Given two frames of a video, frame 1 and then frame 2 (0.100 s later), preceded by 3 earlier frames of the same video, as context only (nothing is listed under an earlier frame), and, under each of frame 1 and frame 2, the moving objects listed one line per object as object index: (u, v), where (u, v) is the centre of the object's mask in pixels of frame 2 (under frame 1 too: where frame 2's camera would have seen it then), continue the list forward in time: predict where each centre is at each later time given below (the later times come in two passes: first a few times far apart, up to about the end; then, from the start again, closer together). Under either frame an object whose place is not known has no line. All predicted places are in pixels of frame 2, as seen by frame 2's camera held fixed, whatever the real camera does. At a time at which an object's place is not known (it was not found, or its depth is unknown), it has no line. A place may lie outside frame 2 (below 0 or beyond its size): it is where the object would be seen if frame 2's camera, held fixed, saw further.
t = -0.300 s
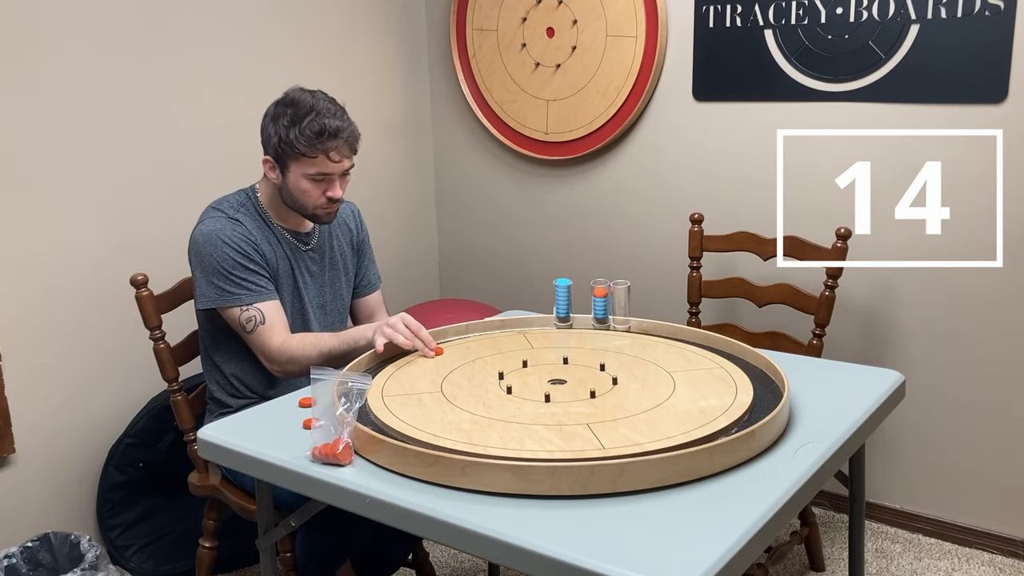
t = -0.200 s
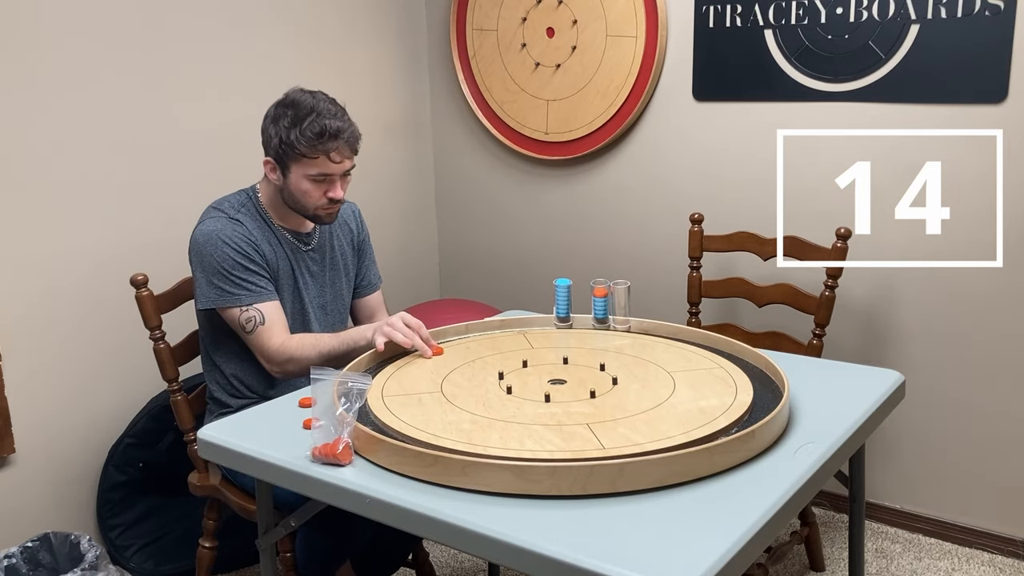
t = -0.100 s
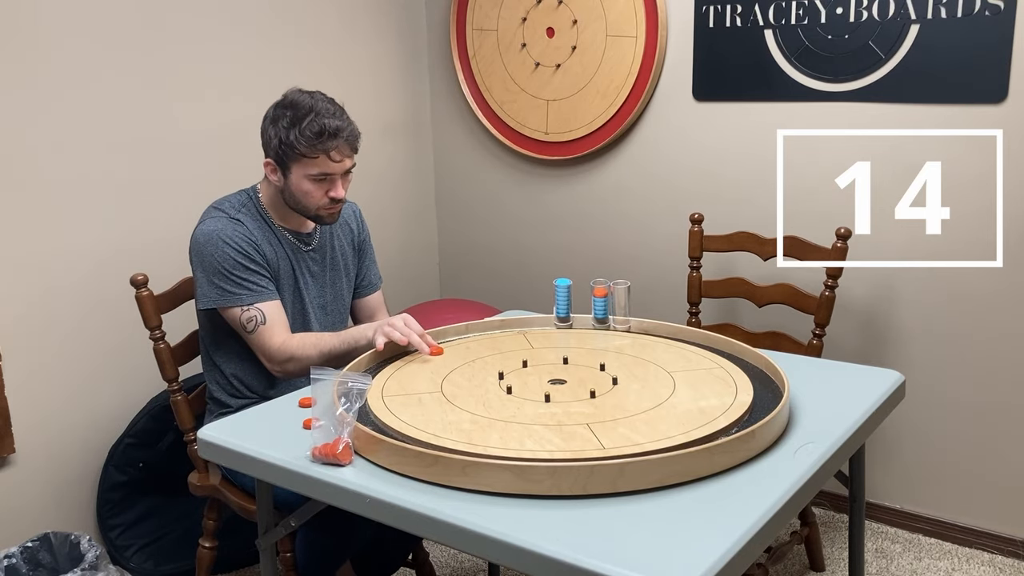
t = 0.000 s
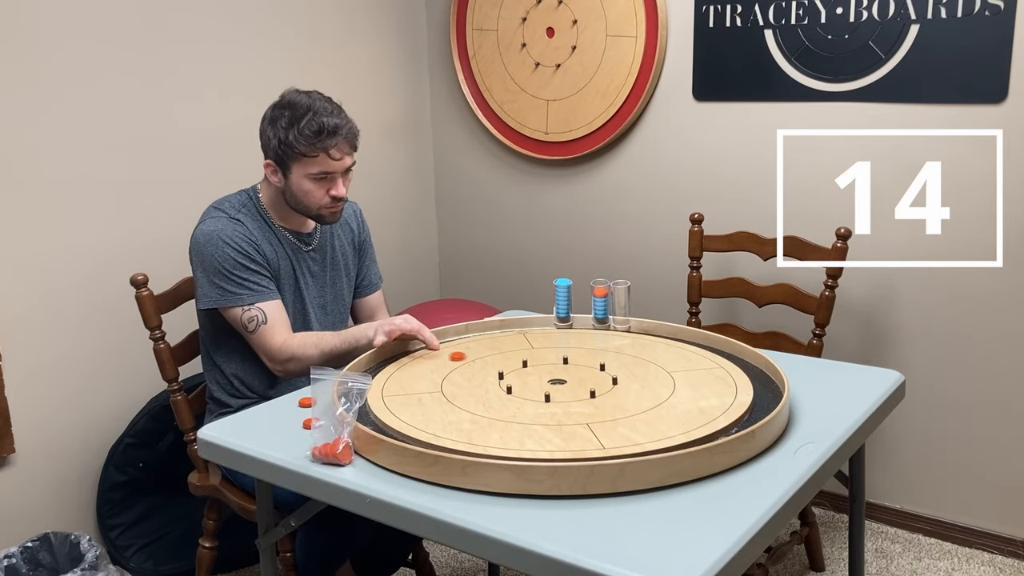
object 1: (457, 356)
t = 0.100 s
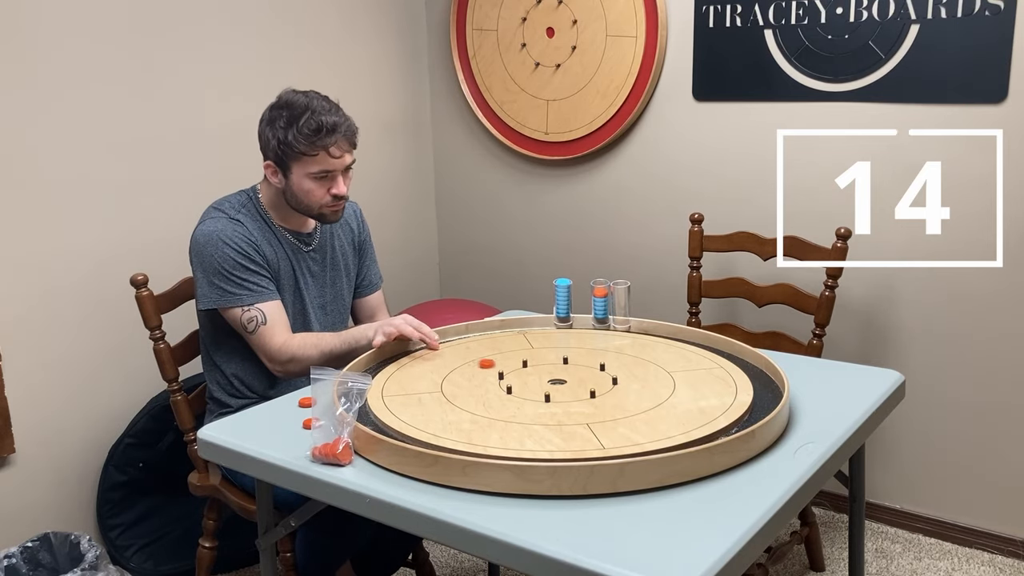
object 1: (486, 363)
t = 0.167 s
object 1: (504, 367)
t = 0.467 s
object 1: (561, 380)
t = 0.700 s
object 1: (564, 380)
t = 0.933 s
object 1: (564, 380)
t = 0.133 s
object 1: (495, 365)
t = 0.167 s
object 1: (504, 367)
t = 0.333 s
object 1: (542, 377)
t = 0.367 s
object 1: (552, 379)
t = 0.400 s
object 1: (556, 381)
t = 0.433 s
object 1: (559, 381)
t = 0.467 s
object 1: (561, 380)
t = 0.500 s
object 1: (563, 380)
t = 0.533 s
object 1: (563, 380)
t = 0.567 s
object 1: (564, 380)
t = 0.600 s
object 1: (564, 380)
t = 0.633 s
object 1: (564, 380)
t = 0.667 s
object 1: (564, 380)
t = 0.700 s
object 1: (564, 380)
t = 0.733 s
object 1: (564, 380)
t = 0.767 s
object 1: (564, 380)
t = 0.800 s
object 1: (564, 380)
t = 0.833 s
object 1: (564, 380)
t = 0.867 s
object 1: (564, 380)
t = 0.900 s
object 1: (564, 380)
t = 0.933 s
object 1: (564, 380)
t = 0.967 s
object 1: (564, 380)
